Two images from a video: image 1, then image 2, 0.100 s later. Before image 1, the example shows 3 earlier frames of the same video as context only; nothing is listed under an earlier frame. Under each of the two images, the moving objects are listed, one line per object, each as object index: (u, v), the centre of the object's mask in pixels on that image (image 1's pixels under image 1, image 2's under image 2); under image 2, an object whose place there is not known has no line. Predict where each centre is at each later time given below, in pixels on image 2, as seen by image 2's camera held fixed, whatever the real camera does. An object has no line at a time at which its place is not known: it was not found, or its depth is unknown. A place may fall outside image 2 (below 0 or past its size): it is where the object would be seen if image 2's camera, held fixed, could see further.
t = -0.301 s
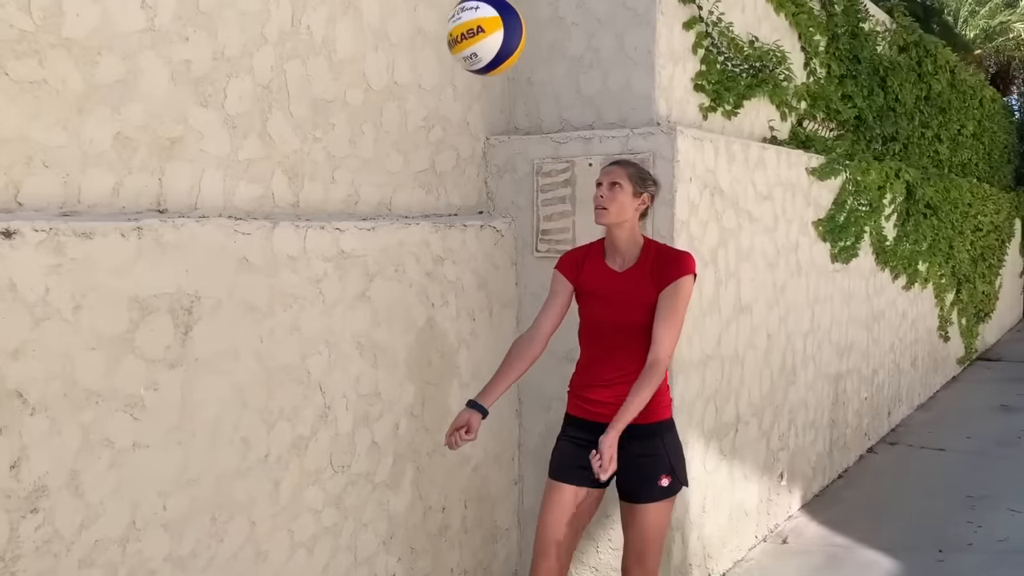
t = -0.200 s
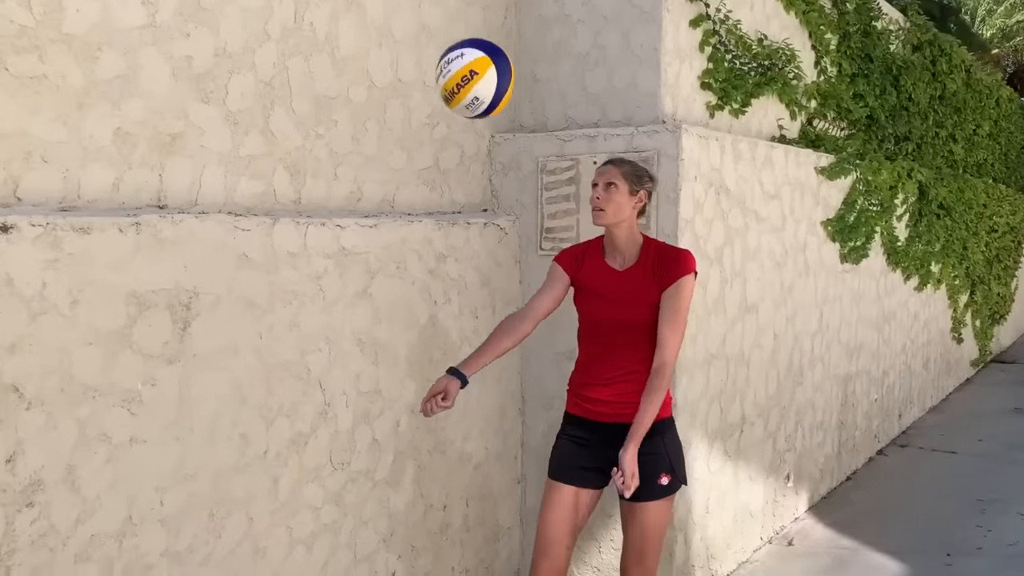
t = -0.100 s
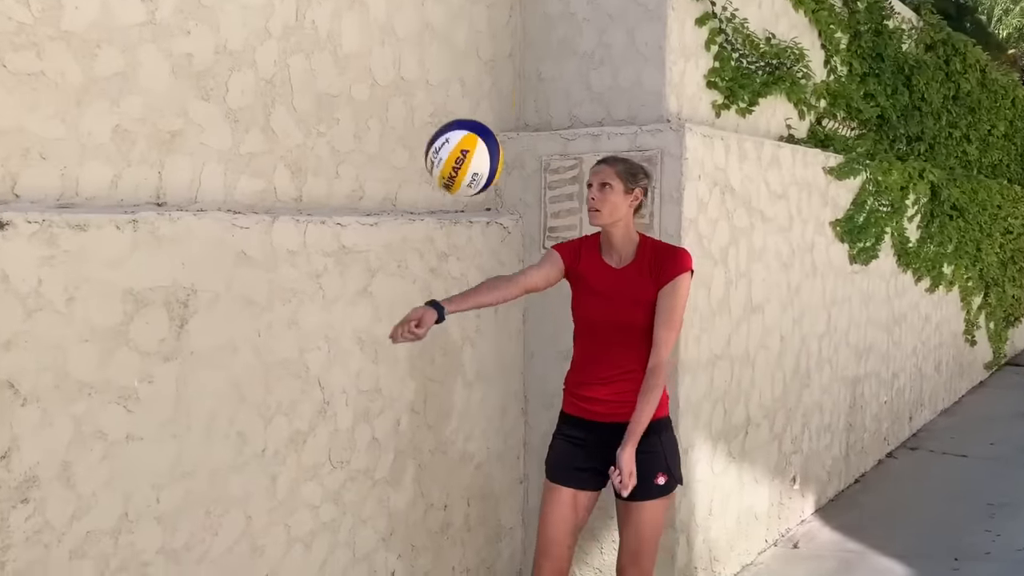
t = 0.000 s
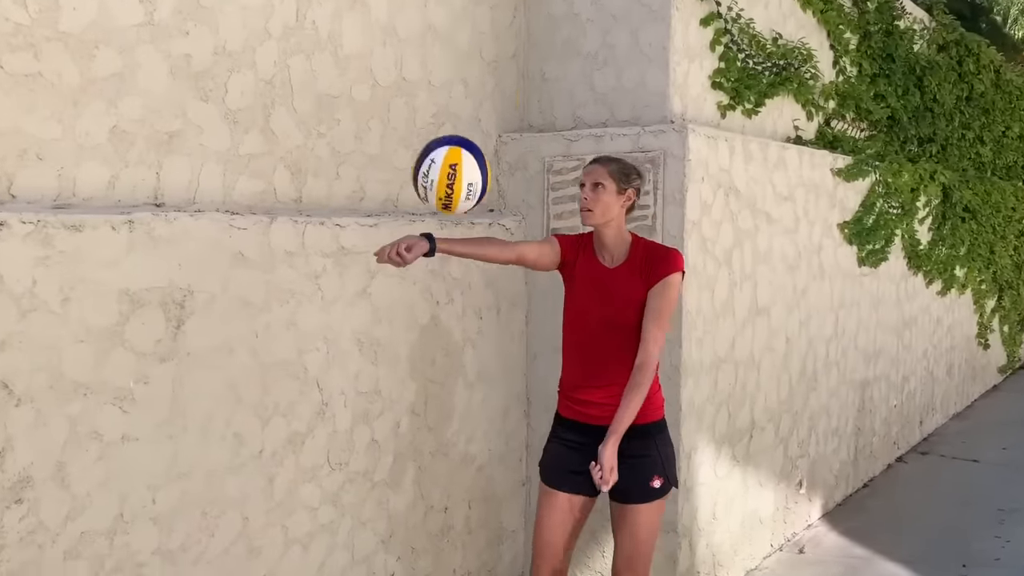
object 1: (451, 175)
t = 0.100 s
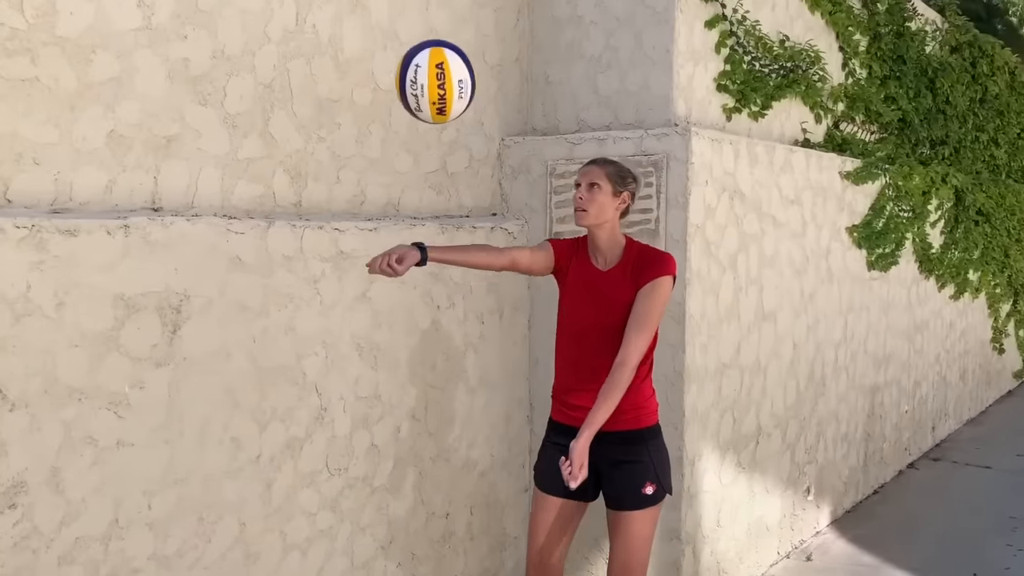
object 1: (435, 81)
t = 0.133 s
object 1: (431, 57)
